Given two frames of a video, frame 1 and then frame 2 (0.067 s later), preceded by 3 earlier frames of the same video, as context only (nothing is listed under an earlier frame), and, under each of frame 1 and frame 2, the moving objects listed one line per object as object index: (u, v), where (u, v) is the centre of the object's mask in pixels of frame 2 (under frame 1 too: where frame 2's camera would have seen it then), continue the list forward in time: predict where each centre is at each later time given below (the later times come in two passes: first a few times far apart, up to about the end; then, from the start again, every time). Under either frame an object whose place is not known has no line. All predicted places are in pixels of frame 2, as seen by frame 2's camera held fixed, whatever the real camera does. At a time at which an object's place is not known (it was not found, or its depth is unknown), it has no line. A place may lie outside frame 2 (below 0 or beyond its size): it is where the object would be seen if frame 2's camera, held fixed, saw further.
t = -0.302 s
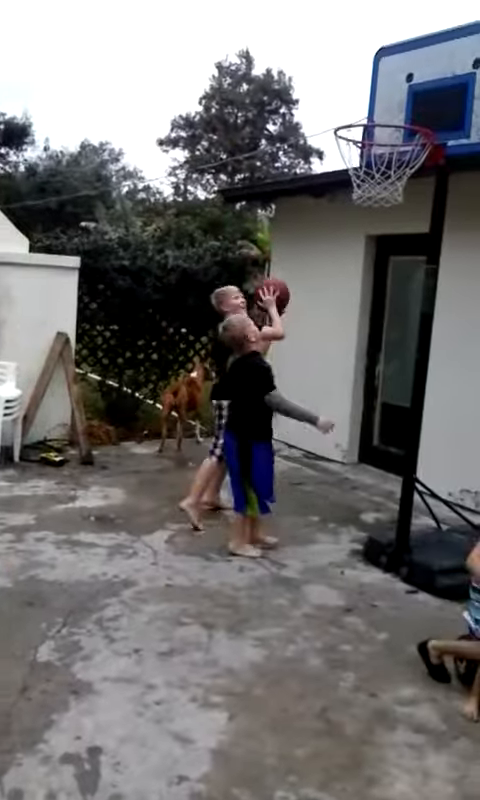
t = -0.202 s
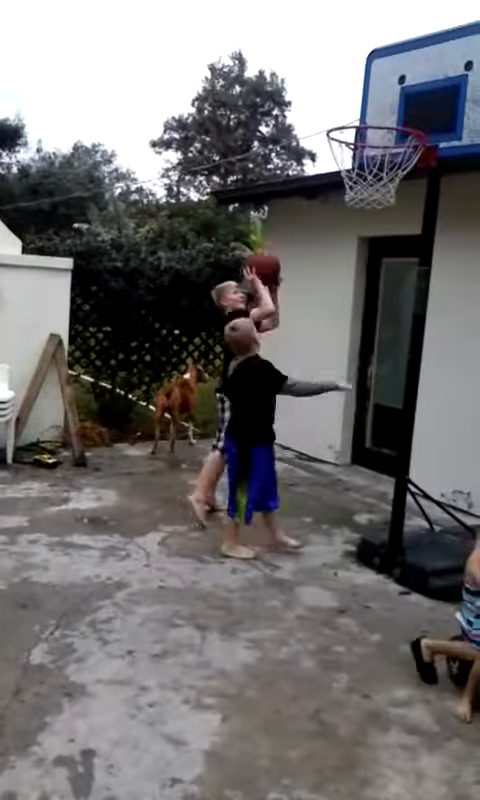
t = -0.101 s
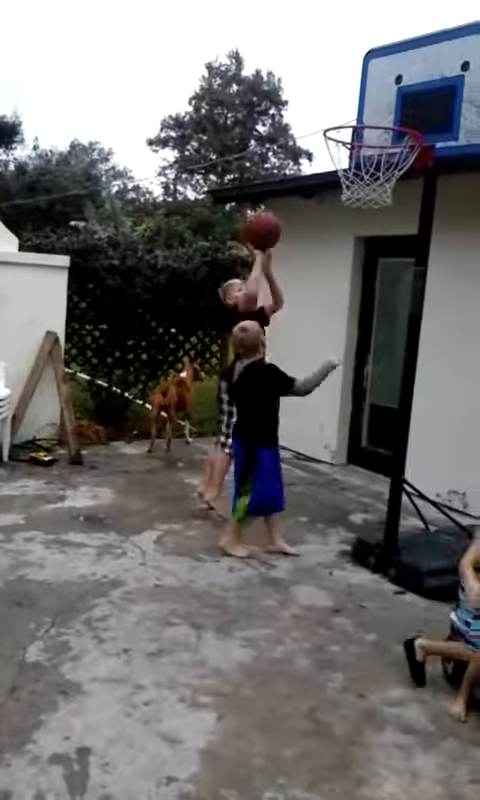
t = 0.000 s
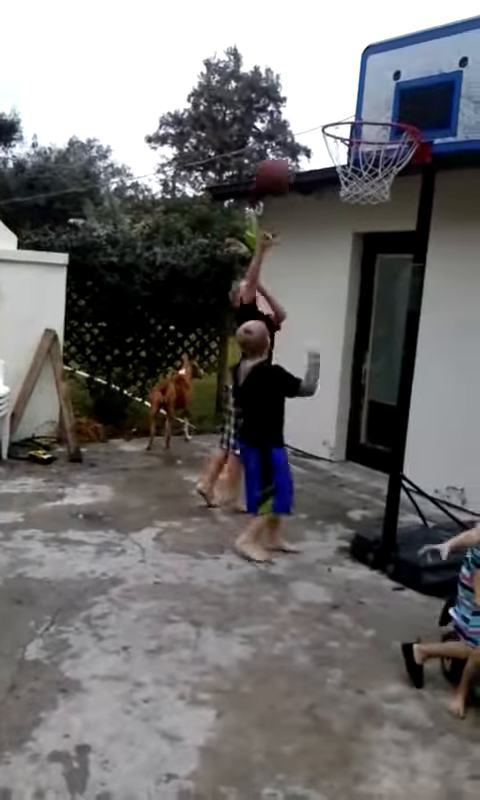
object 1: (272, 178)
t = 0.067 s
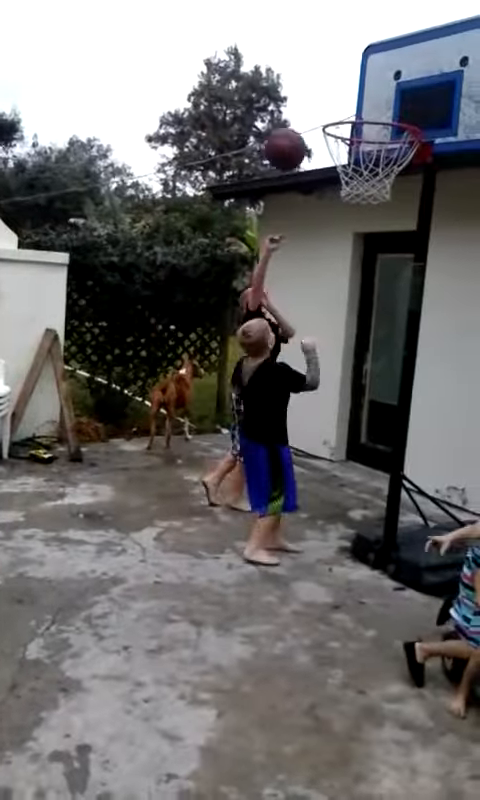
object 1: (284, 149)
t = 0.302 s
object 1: (323, 102)
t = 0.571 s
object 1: (346, 105)
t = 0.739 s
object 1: (351, 182)
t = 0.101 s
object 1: (291, 137)
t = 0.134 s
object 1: (296, 127)
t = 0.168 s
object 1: (300, 118)
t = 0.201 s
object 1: (306, 111)
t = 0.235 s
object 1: (312, 106)
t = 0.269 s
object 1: (318, 103)
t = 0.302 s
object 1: (323, 102)
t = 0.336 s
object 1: (329, 101)
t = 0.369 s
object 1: (333, 97)
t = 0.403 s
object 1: (336, 95)
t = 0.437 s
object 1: (338, 93)
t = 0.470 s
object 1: (341, 93)
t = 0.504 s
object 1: (344, 95)
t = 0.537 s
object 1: (344, 99)
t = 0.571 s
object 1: (346, 105)
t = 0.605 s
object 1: (348, 115)
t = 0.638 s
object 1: (349, 127)
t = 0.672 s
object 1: (349, 142)
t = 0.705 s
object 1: (350, 161)
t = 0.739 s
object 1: (351, 182)
